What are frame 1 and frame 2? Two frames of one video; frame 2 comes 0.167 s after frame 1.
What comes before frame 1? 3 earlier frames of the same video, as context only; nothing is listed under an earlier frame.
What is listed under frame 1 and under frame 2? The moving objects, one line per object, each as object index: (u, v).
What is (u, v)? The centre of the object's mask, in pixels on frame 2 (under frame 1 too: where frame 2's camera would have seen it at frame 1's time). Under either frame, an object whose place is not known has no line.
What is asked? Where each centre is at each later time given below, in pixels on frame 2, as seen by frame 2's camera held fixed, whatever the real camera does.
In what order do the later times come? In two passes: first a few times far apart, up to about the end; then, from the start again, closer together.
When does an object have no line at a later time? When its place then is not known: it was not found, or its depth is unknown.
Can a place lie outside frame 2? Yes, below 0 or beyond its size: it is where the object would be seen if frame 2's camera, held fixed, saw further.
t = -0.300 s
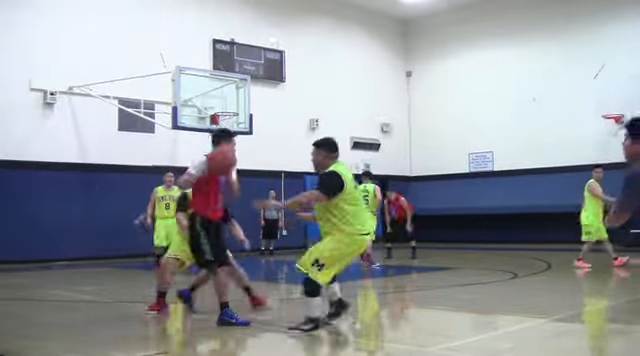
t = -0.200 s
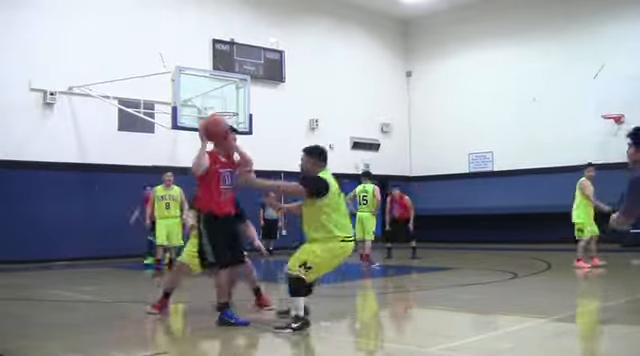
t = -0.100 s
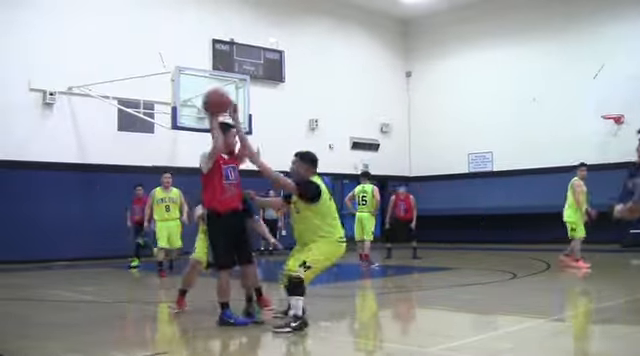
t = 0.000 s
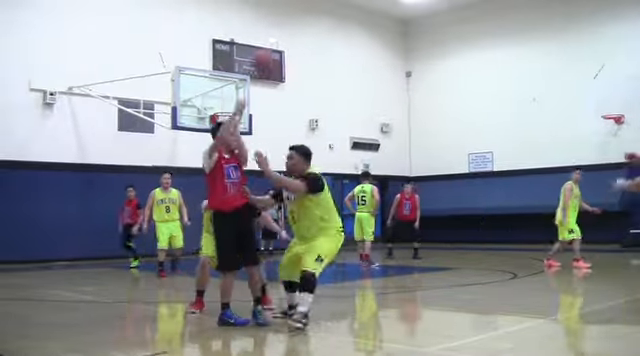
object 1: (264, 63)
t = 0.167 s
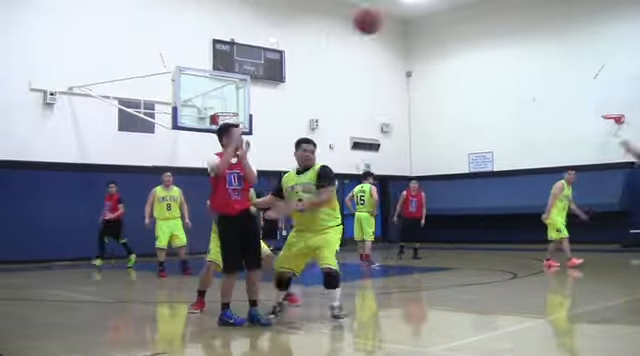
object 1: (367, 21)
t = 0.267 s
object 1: (431, 11)
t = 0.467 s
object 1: (560, 21)
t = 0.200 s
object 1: (386, 16)
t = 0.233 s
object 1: (409, 12)
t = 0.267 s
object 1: (431, 11)
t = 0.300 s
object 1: (451, 10)
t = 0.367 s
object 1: (495, 11)
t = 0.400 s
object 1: (516, 12)
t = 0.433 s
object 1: (538, 17)
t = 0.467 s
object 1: (560, 21)
